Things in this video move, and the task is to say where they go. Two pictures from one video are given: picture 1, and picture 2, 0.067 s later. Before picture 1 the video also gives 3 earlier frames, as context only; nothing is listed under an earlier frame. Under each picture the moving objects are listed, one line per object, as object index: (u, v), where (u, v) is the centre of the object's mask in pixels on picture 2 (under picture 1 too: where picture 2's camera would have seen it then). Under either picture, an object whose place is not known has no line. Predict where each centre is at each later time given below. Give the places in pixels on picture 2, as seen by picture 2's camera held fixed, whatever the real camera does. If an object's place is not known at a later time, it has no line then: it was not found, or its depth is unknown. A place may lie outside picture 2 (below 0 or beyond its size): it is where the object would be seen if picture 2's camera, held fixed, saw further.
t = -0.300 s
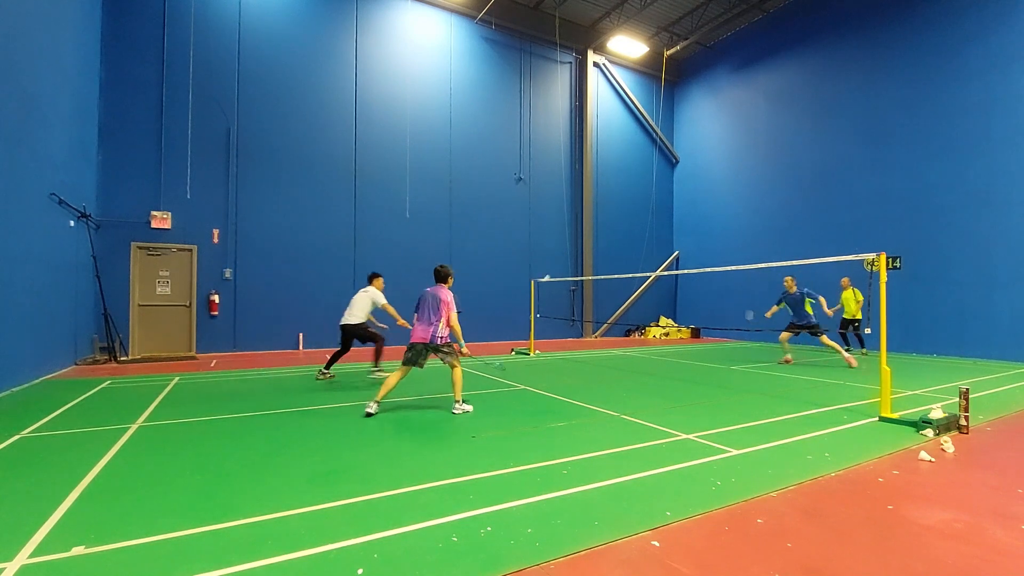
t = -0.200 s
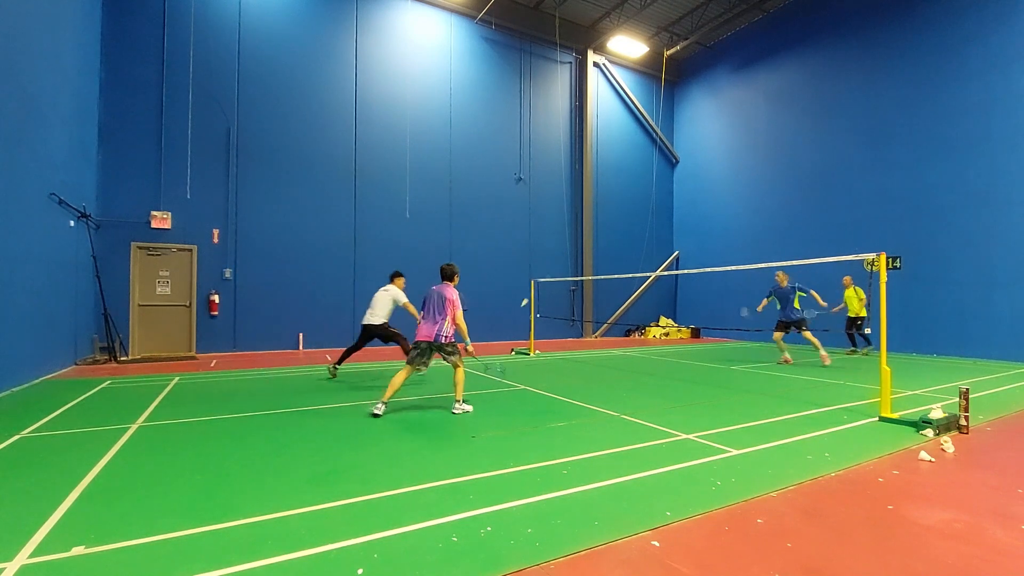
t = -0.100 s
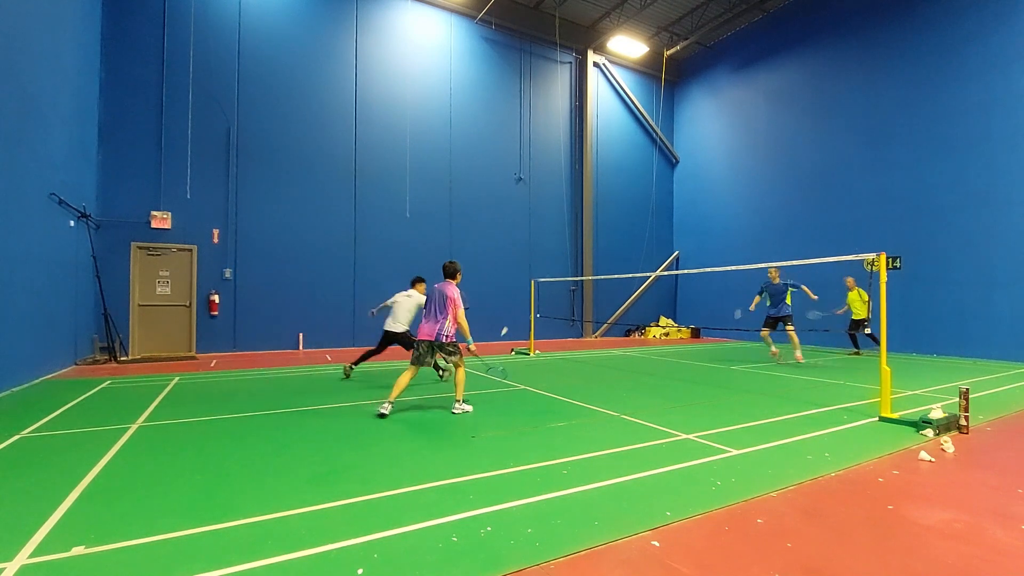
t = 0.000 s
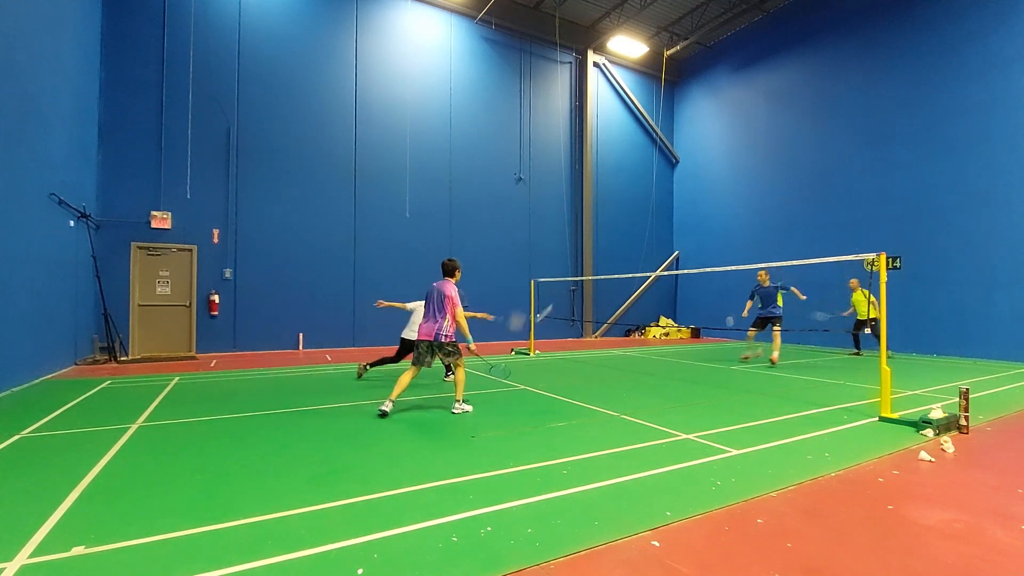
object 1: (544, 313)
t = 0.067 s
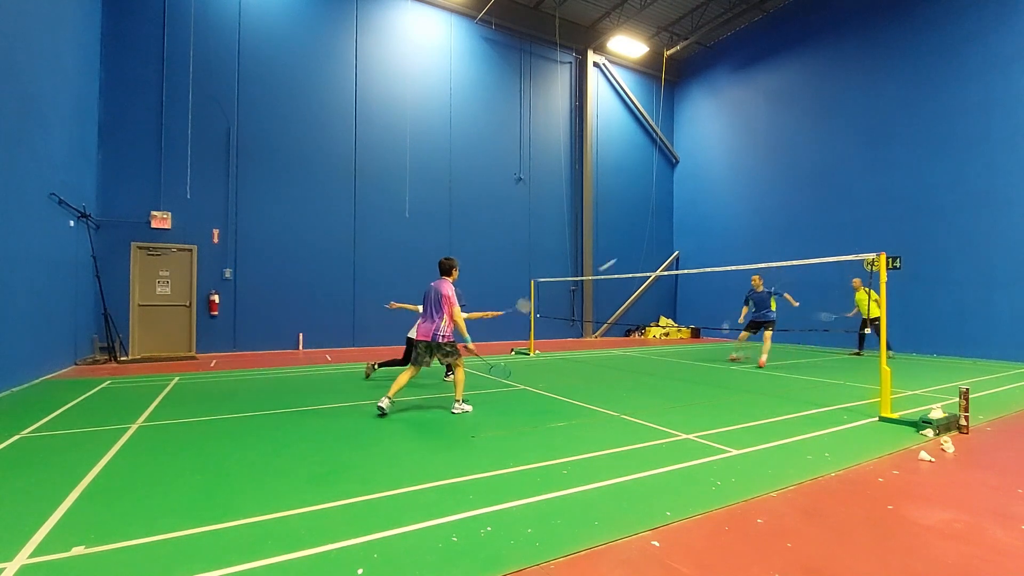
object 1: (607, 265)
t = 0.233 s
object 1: (720, 195)
